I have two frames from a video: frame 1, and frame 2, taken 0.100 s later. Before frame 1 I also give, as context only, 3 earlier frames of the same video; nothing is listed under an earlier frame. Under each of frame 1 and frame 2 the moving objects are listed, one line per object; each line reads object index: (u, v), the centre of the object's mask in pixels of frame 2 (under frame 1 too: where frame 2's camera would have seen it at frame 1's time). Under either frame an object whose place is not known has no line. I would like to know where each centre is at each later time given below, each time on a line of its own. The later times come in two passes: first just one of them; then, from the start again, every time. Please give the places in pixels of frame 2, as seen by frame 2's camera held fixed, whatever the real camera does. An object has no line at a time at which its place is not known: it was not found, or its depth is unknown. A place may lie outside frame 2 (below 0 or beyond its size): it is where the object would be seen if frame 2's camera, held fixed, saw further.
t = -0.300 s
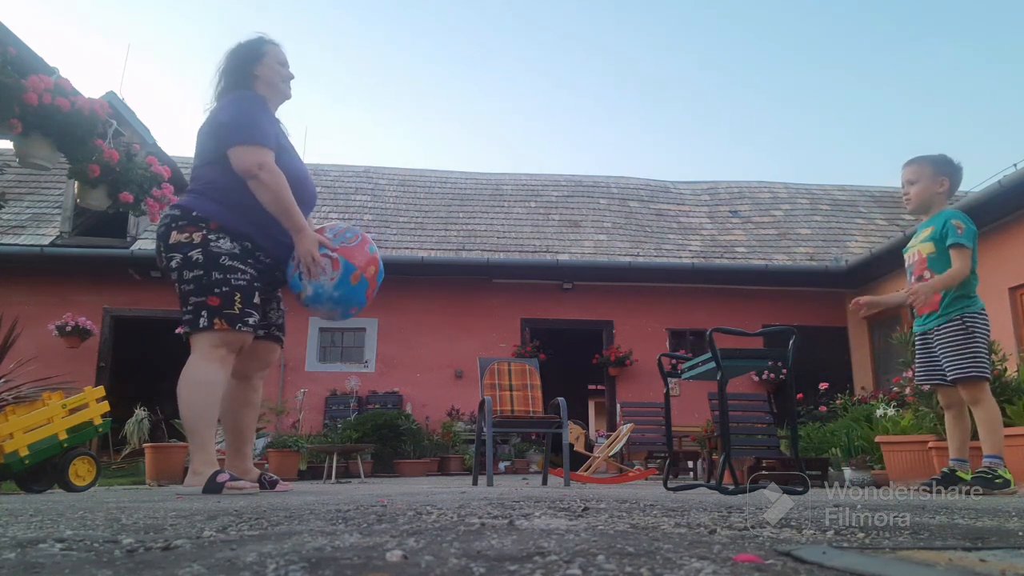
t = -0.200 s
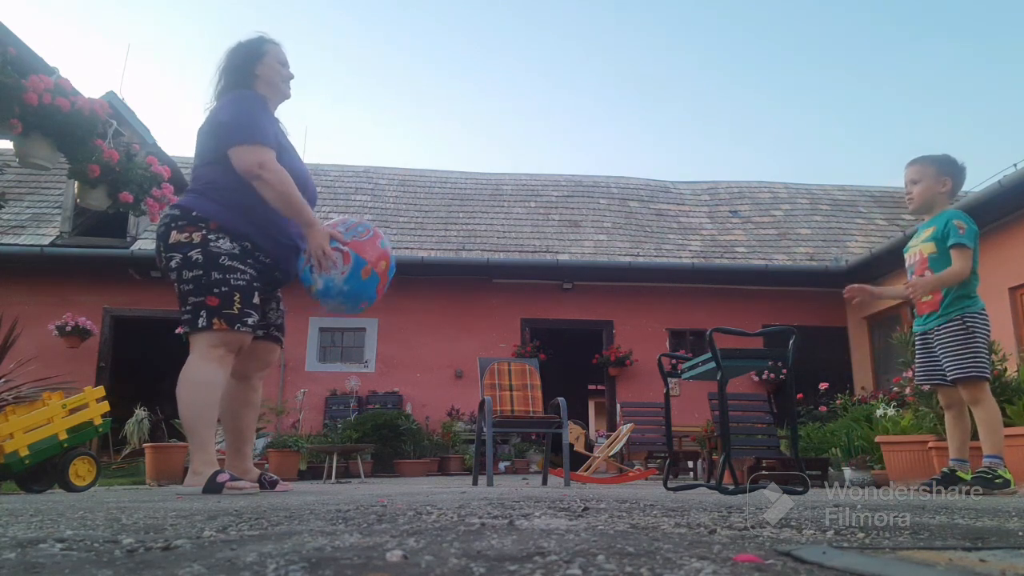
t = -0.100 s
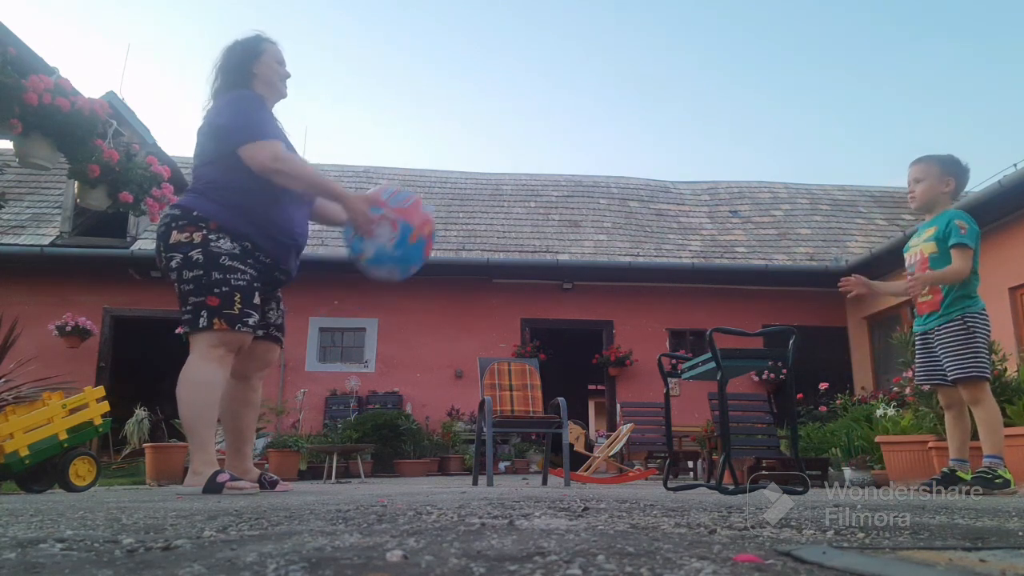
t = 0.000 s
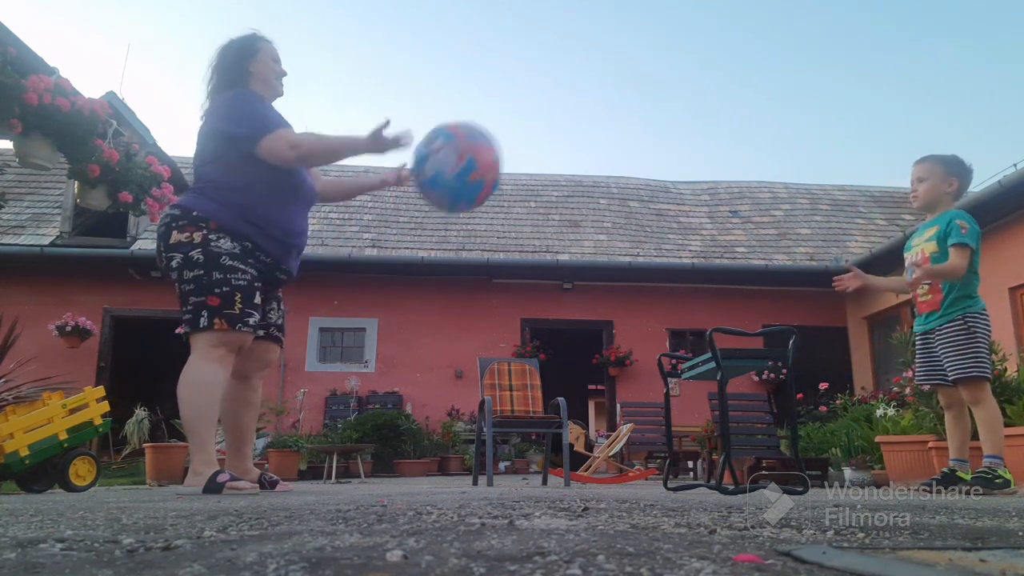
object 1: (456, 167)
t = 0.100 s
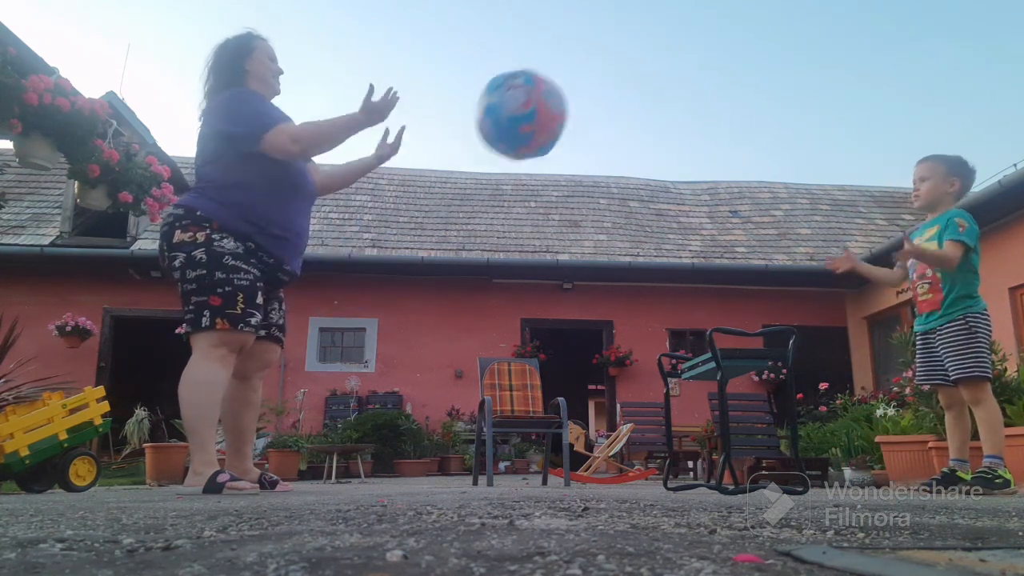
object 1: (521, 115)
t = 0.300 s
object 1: (635, 78)
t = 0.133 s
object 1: (542, 102)
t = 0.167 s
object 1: (561, 93)
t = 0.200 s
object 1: (580, 85)
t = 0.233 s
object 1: (599, 80)
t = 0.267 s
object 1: (618, 78)
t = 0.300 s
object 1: (635, 78)
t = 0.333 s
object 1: (653, 80)
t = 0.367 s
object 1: (670, 85)
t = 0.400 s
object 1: (686, 93)
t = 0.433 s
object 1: (702, 102)
